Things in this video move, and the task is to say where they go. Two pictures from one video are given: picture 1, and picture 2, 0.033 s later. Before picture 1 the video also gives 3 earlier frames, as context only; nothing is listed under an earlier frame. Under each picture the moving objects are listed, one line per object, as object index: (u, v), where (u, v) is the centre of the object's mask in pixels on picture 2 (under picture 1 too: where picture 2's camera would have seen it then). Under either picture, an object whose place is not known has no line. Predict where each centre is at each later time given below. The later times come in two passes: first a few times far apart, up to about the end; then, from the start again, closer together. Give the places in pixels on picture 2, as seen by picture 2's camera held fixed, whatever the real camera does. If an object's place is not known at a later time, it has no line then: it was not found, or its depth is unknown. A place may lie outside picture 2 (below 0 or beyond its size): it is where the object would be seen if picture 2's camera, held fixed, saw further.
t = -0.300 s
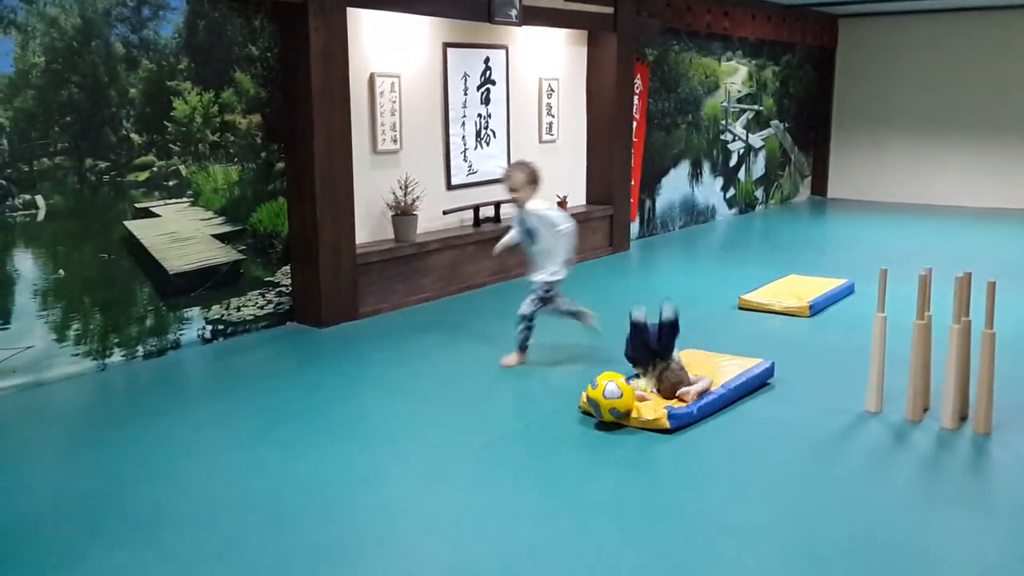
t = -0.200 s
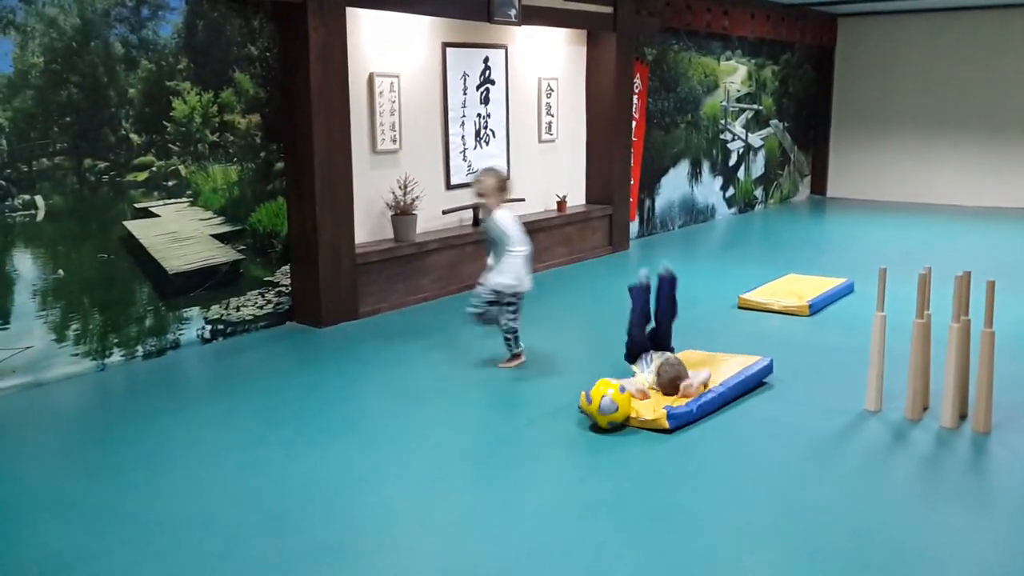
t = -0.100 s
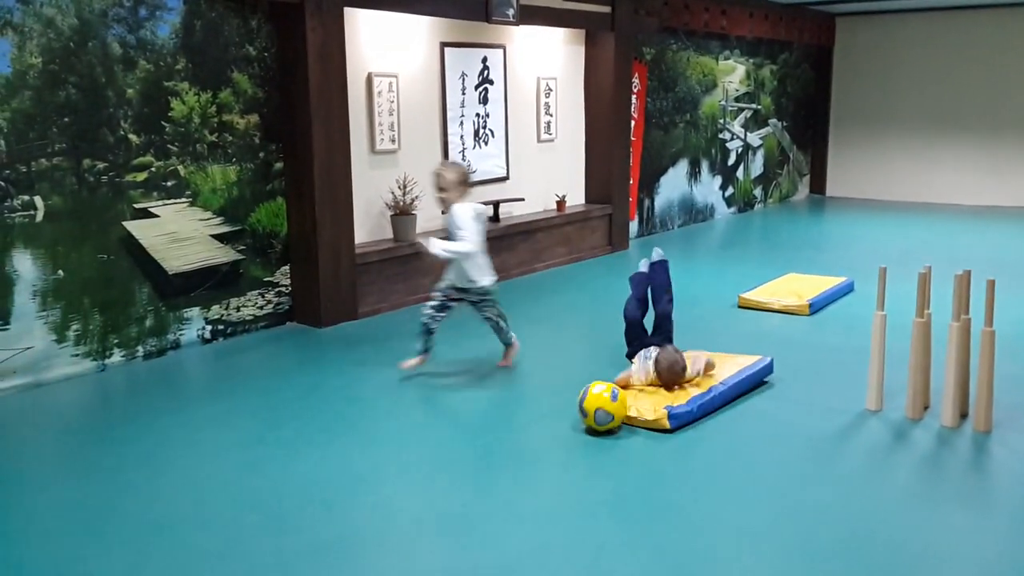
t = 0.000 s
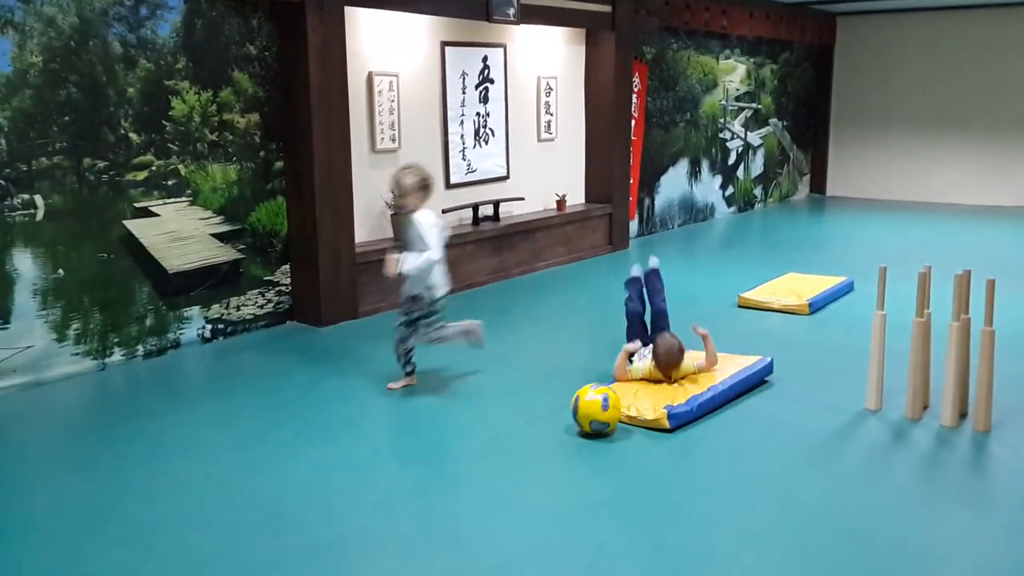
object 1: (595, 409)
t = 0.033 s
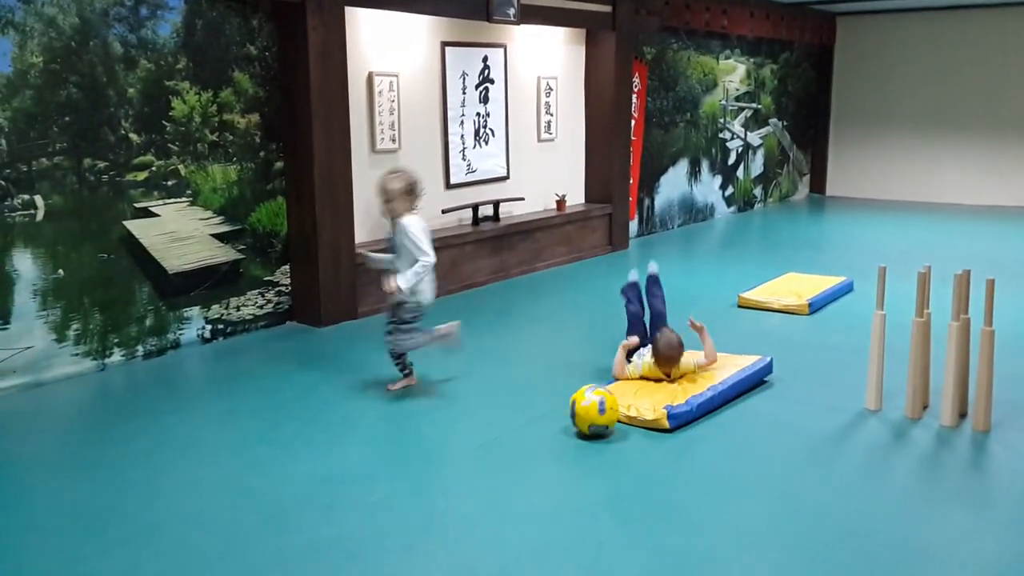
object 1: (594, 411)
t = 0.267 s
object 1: (578, 415)
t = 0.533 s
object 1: (558, 420)
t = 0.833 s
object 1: (533, 428)
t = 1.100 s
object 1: (510, 437)
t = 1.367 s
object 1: (491, 444)
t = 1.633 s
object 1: (476, 451)
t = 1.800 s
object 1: (470, 456)
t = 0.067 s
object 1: (591, 411)
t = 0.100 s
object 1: (589, 412)
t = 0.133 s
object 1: (587, 412)
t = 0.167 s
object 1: (585, 413)
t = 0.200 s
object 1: (582, 414)
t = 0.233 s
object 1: (580, 415)
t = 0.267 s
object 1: (578, 415)
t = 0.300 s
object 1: (575, 416)
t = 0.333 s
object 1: (572, 417)
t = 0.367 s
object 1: (570, 418)
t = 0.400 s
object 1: (568, 419)
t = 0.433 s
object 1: (565, 420)
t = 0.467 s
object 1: (563, 419)
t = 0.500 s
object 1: (560, 419)
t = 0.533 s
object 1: (558, 420)
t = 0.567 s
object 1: (556, 421)
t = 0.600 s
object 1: (553, 422)
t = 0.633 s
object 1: (550, 422)
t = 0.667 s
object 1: (546, 423)
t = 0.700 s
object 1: (543, 424)
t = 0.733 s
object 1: (540, 424)
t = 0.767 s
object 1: (537, 426)
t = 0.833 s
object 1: (533, 428)
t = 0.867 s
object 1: (529, 429)
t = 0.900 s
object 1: (526, 430)
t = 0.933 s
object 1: (524, 431)
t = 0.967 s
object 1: (520, 433)
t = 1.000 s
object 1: (517, 434)
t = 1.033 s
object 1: (516, 435)
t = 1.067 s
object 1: (513, 436)
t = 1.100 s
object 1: (510, 437)
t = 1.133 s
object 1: (508, 438)
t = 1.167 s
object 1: (505, 439)
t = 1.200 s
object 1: (502, 440)
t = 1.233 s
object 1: (499, 441)
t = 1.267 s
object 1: (497, 441)
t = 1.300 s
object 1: (495, 442)
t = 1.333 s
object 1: (493, 443)
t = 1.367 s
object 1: (491, 444)
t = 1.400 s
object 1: (488, 444)
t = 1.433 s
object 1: (486, 446)
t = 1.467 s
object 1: (485, 446)
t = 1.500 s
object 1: (482, 447)
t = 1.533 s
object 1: (481, 448)
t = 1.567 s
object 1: (480, 450)
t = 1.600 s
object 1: (479, 451)
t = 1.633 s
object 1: (476, 451)
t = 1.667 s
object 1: (475, 452)
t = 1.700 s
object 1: (474, 452)
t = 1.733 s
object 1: (473, 453)
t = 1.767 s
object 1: (470, 455)
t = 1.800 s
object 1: (470, 456)
